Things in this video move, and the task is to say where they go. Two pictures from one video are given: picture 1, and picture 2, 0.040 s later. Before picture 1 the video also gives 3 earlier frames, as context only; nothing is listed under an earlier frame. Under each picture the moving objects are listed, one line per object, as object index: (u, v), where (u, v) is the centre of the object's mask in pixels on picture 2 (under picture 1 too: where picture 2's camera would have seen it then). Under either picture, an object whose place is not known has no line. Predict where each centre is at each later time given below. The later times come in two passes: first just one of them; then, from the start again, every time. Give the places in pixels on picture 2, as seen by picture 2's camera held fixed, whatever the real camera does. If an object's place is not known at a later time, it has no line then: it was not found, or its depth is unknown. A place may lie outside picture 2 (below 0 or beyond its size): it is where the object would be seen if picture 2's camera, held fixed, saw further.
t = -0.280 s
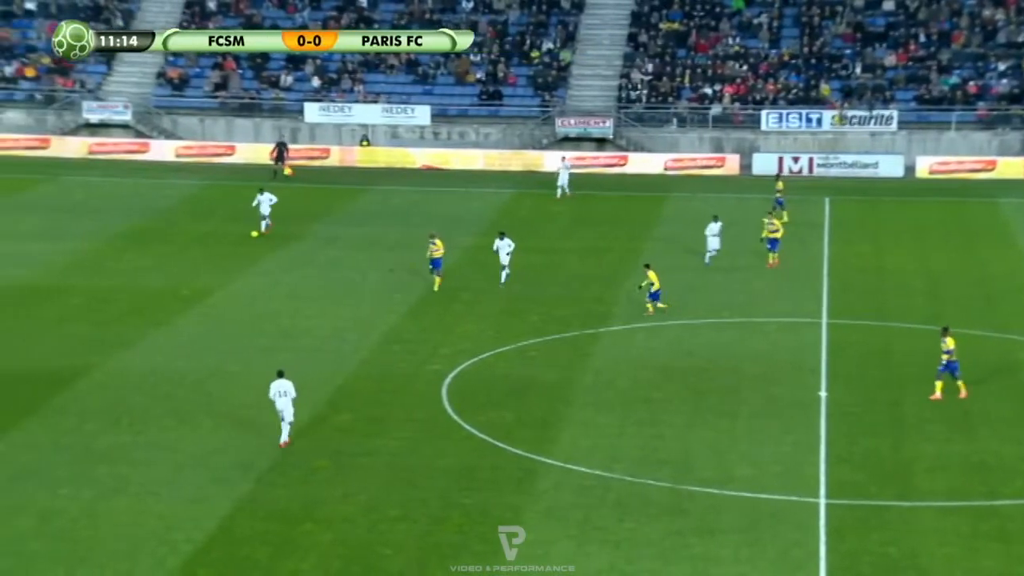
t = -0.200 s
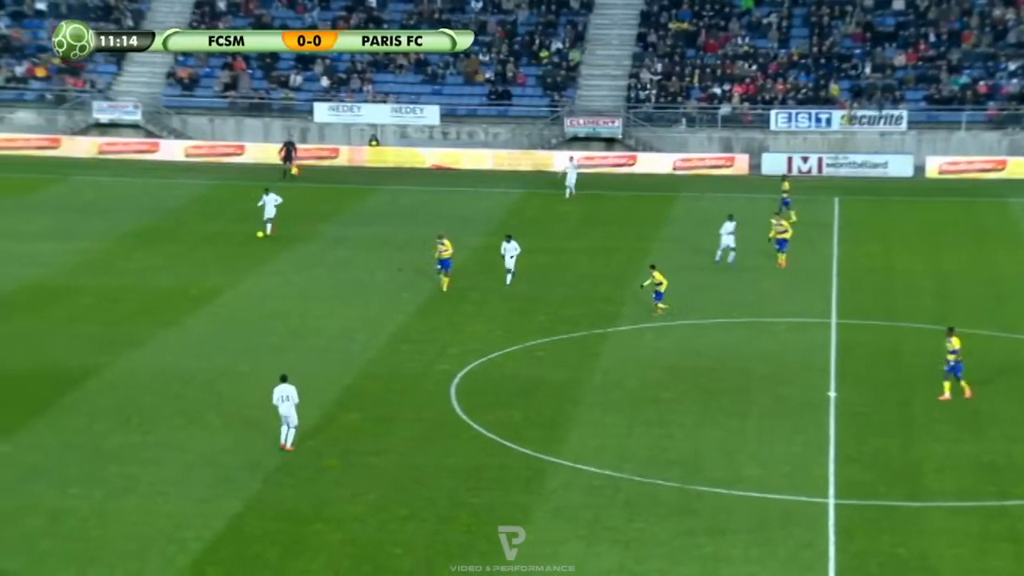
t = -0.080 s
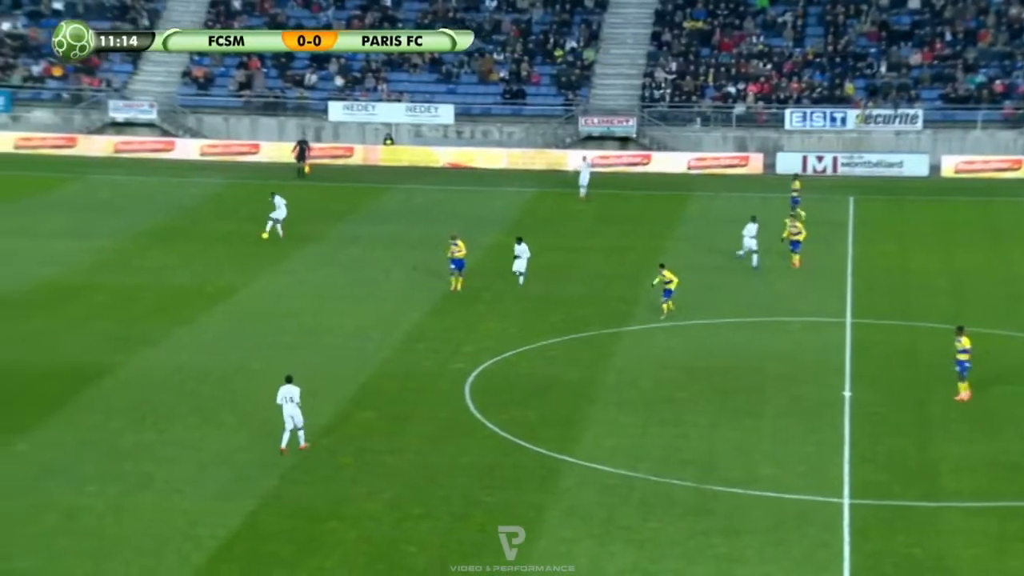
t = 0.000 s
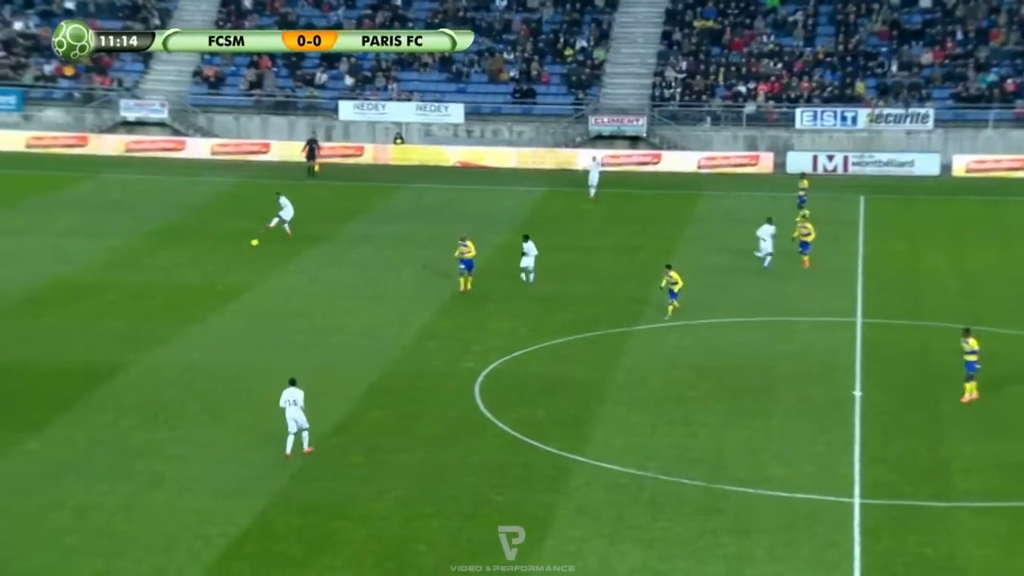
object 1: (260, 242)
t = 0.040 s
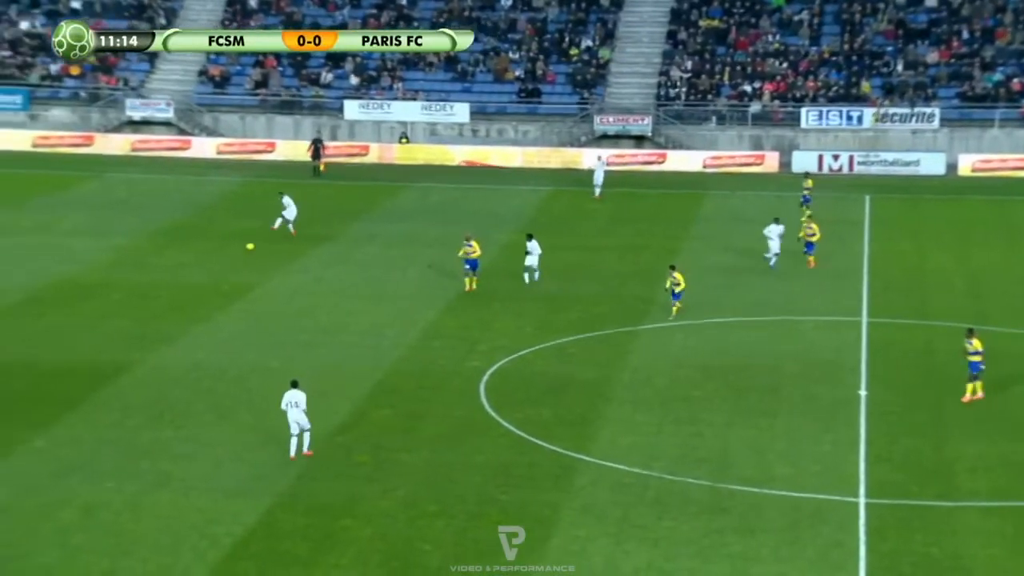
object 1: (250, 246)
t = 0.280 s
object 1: (199, 273)
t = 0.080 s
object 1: (240, 252)
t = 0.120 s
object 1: (231, 259)
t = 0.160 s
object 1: (222, 261)
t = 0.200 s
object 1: (215, 264)
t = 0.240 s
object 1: (207, 269)
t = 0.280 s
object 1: (199, 273)
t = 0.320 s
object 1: (192, 279)
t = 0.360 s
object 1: (184, 285)
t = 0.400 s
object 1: (176, 291)
